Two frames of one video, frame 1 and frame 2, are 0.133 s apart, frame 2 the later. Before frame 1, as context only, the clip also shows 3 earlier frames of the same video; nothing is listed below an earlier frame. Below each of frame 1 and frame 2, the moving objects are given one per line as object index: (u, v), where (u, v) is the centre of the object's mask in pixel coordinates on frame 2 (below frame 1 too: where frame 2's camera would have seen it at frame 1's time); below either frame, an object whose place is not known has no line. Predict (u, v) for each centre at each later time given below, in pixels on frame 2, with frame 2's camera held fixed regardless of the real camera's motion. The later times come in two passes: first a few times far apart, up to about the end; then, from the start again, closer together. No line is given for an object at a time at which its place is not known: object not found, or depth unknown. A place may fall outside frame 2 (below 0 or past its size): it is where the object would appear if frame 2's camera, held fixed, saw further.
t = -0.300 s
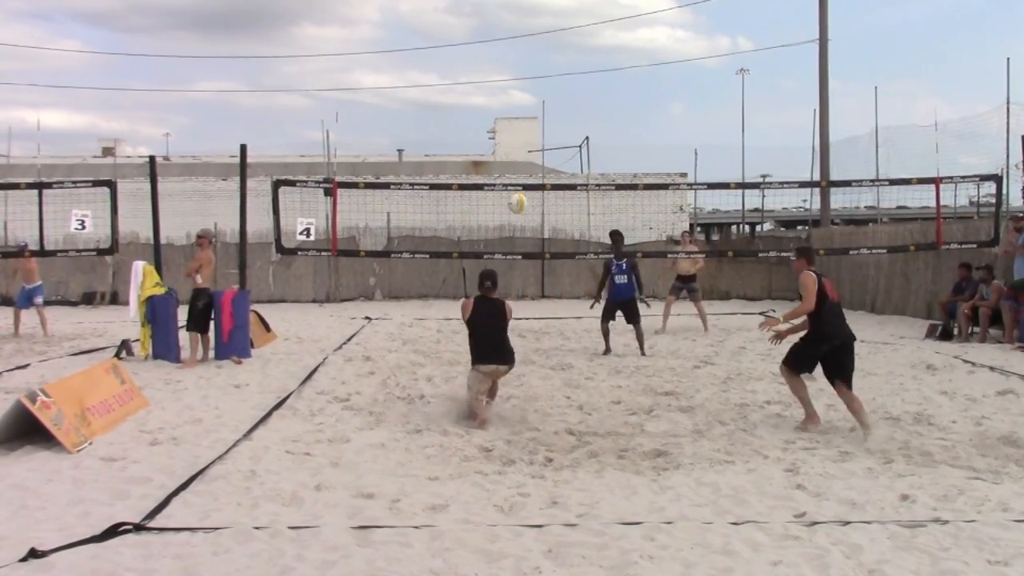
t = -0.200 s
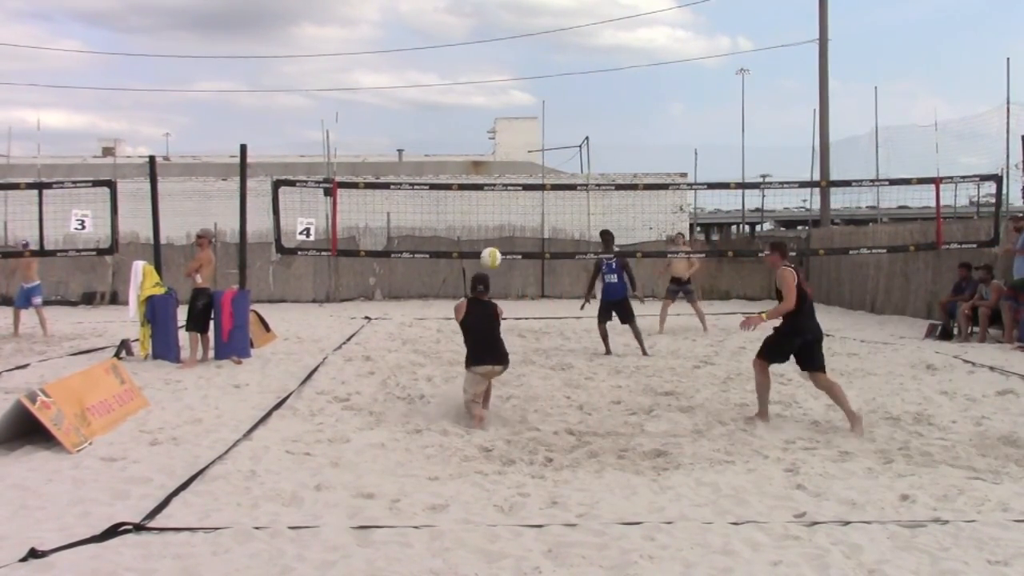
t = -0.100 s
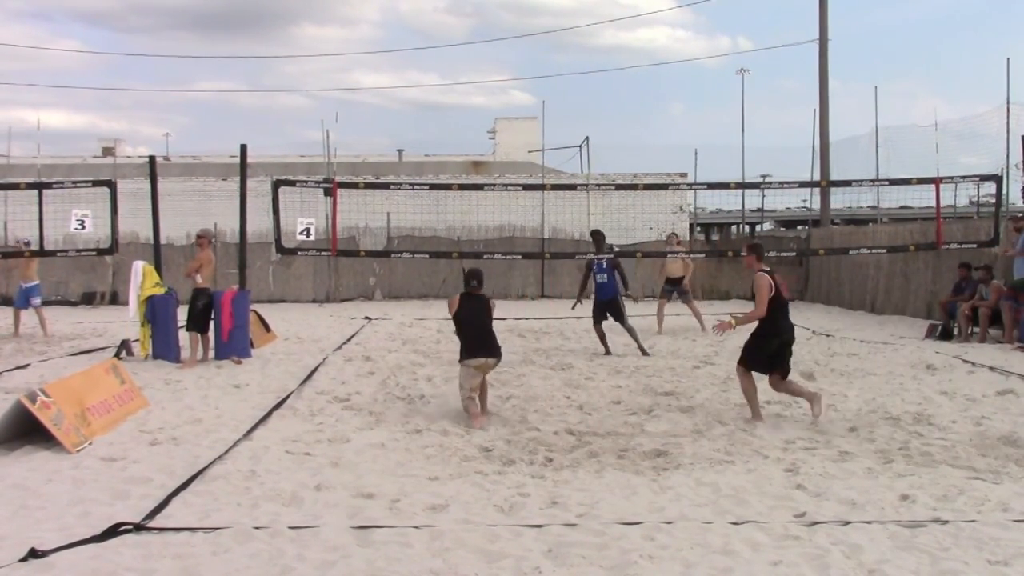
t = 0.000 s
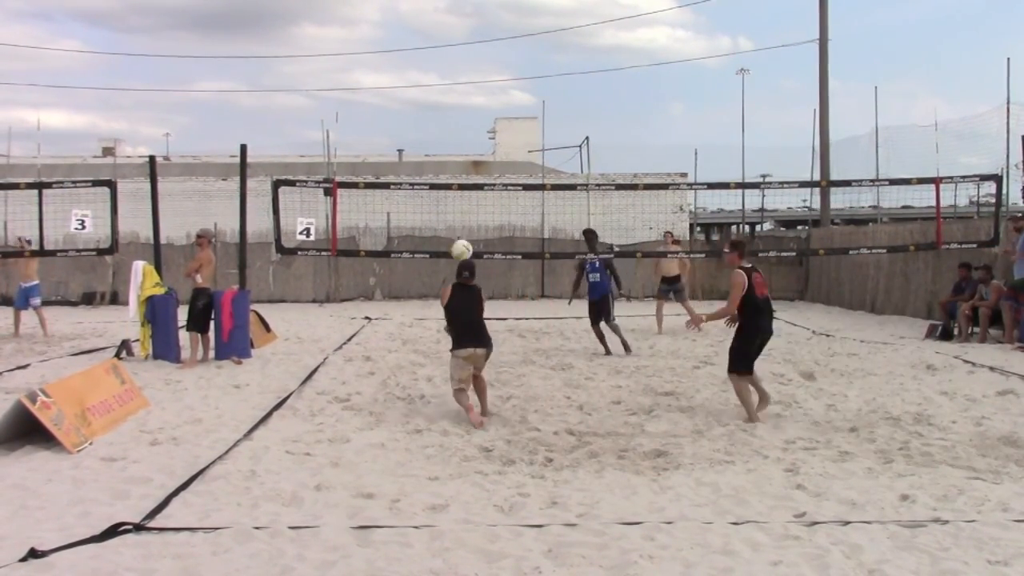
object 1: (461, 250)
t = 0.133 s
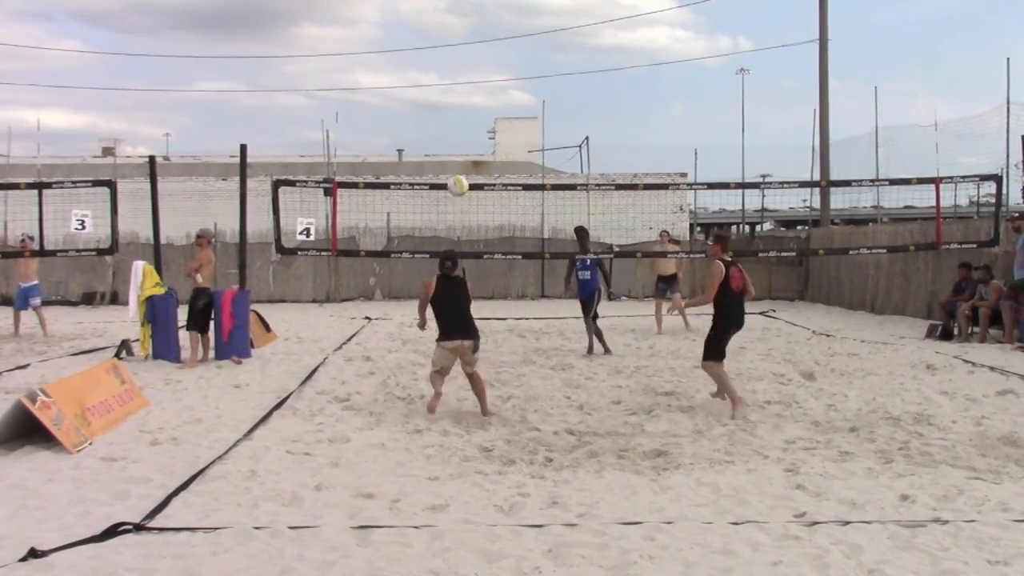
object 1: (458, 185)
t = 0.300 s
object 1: (453, 131)
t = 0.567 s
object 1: (446, 98)
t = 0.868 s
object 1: (439, 136)
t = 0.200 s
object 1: (457, 159)
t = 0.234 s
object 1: (455, 149)
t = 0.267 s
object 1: (454, 139)
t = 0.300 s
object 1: (453, 131)
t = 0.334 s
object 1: (452, 123)
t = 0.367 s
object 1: (452, 117)
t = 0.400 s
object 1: (451, 111)
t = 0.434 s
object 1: (450, 107)
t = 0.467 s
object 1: (448, 103)
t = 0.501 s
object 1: (448, 100)
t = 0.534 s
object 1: (447, 99)
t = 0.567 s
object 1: (446, 98)
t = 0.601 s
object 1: (445, 98)
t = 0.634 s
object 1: (444, 101)
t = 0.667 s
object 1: (443, 102)
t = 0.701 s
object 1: (443, 105)
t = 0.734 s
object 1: (442, 109)
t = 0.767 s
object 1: (442, 114)
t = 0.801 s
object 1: (441, 120)
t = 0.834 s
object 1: (440, 127)
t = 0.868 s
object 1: (439, 136)
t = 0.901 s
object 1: (439, 145)
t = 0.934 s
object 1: (438, 153)
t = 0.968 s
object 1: (440, 164)
